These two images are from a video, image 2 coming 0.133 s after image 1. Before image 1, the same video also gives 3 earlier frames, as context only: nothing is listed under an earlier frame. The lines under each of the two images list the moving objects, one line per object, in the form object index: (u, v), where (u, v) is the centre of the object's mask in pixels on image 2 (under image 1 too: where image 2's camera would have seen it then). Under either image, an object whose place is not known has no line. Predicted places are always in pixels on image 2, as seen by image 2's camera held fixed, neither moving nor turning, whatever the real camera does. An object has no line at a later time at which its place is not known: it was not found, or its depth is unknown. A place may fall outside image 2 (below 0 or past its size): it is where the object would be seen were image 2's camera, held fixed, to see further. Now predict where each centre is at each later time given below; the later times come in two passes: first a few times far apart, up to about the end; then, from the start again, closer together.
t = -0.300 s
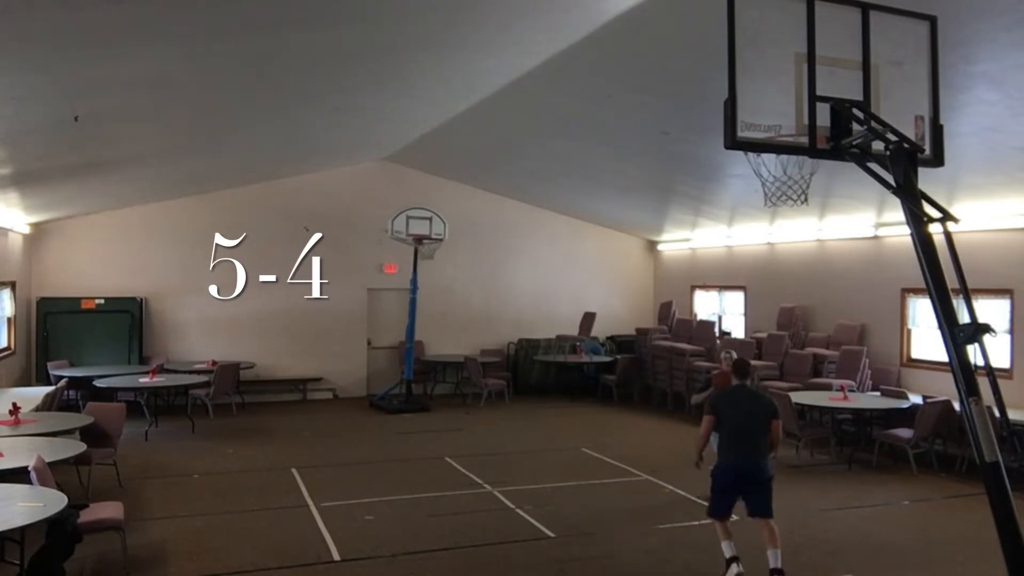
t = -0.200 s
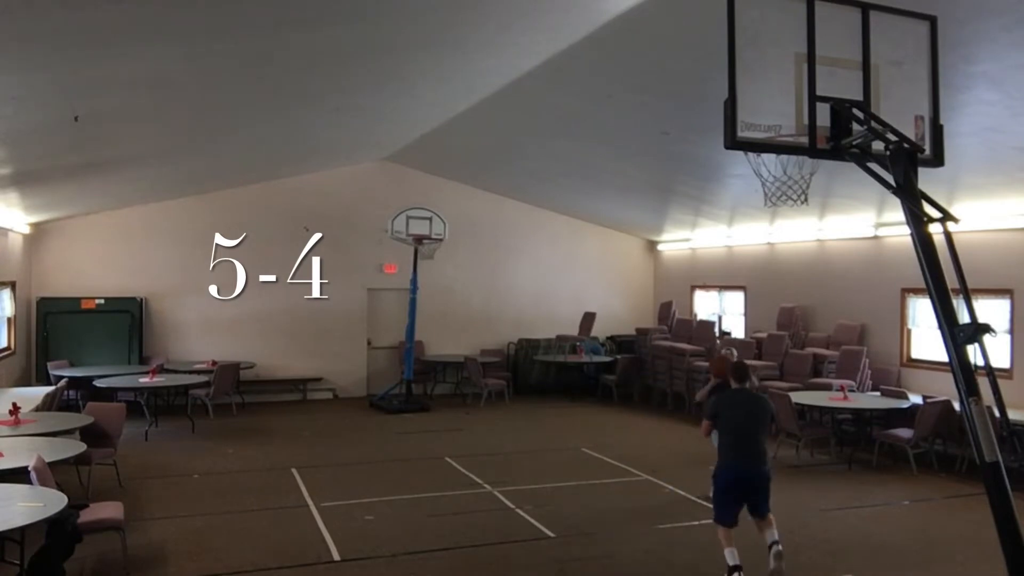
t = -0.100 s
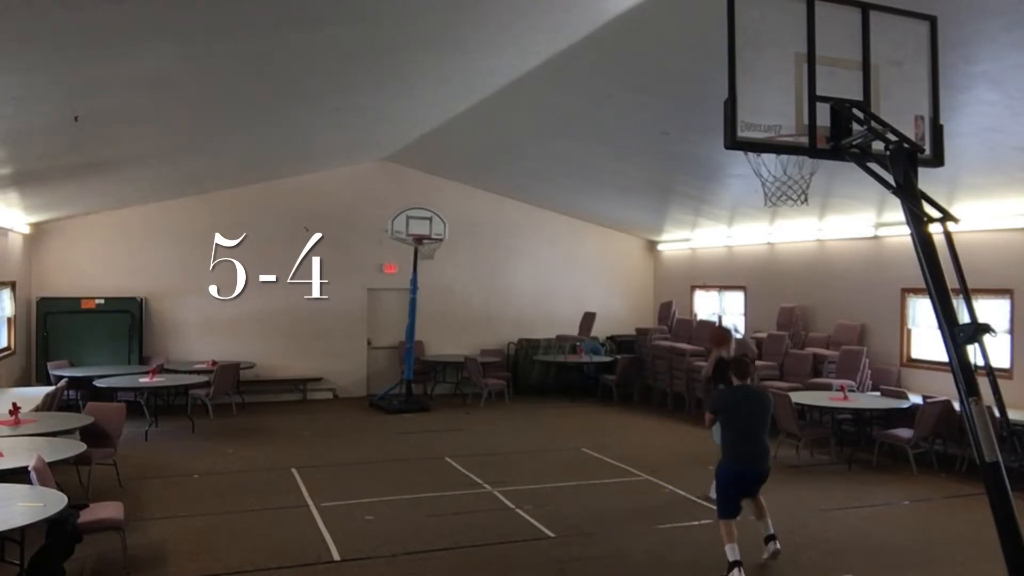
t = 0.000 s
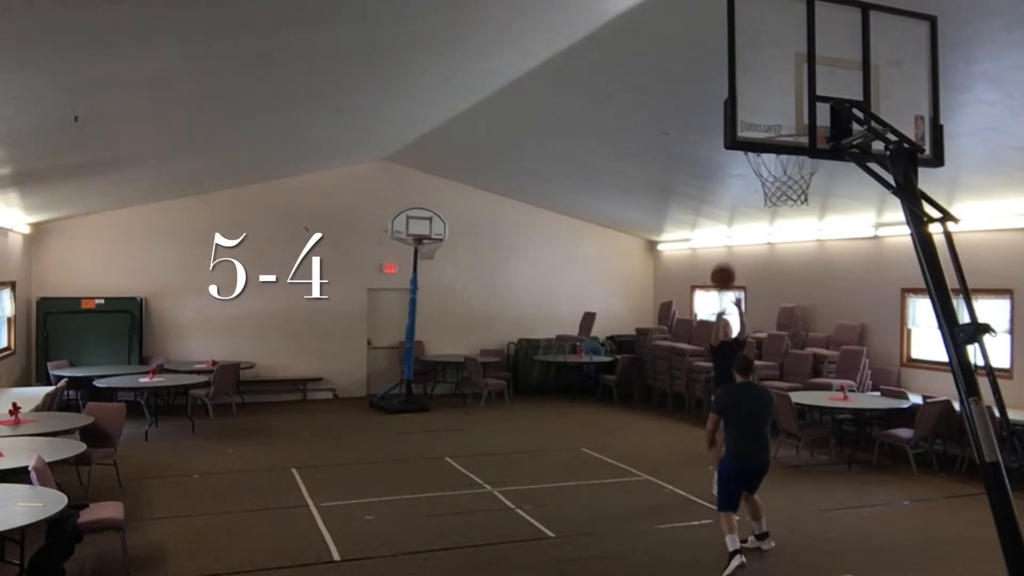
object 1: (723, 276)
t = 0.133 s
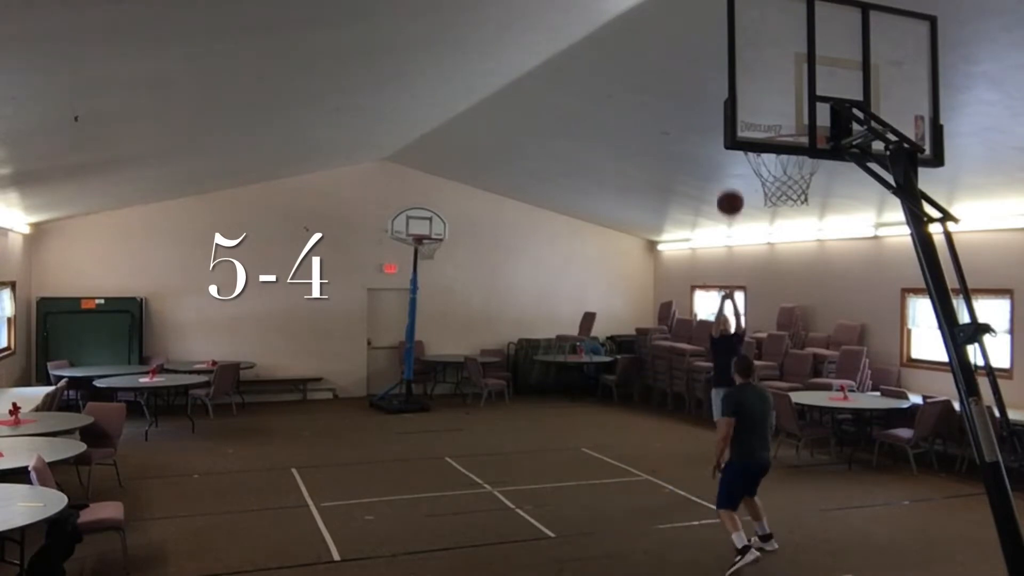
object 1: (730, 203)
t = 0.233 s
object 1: (735, 159)
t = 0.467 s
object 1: (751, 76)
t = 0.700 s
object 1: (766, 59)
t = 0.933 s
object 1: (782, 124)
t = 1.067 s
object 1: (803, 200)
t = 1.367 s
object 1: (838, 434)
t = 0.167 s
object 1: (732, 186)
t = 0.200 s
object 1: (734, 170)
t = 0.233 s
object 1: (735, 159)
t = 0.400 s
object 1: (748, 93)
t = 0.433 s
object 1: (750, 84)
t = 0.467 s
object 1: (751, 76)
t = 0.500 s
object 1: (752, 70)
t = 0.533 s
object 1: (754, 64)
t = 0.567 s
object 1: (756, 60)
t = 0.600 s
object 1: (759, 58)
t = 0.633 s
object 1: (761, 56)
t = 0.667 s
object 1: (764, 57)
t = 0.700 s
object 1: (766, 59)
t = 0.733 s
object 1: (769, 63)
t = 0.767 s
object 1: (771, 68)
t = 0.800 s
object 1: (774, 76)
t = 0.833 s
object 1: (777, 86)
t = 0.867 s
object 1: (778, 97)
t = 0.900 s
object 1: (780, 112)
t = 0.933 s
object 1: (782, 124)
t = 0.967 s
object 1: (787, 160)
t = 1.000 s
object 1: (793, 172)
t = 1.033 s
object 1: (799, 184)
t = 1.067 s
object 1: (803, 200)
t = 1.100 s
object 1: (807, 218)
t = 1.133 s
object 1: (811, 242)
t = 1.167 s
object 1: (815, 264)
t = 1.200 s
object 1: (819, 287)
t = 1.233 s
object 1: (823, 312)
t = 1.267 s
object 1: (827, 341)
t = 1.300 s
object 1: (831, 371)
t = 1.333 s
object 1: (834, 401)
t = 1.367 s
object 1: (838, 434)
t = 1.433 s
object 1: (846, 504)
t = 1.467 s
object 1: (849, 541)
